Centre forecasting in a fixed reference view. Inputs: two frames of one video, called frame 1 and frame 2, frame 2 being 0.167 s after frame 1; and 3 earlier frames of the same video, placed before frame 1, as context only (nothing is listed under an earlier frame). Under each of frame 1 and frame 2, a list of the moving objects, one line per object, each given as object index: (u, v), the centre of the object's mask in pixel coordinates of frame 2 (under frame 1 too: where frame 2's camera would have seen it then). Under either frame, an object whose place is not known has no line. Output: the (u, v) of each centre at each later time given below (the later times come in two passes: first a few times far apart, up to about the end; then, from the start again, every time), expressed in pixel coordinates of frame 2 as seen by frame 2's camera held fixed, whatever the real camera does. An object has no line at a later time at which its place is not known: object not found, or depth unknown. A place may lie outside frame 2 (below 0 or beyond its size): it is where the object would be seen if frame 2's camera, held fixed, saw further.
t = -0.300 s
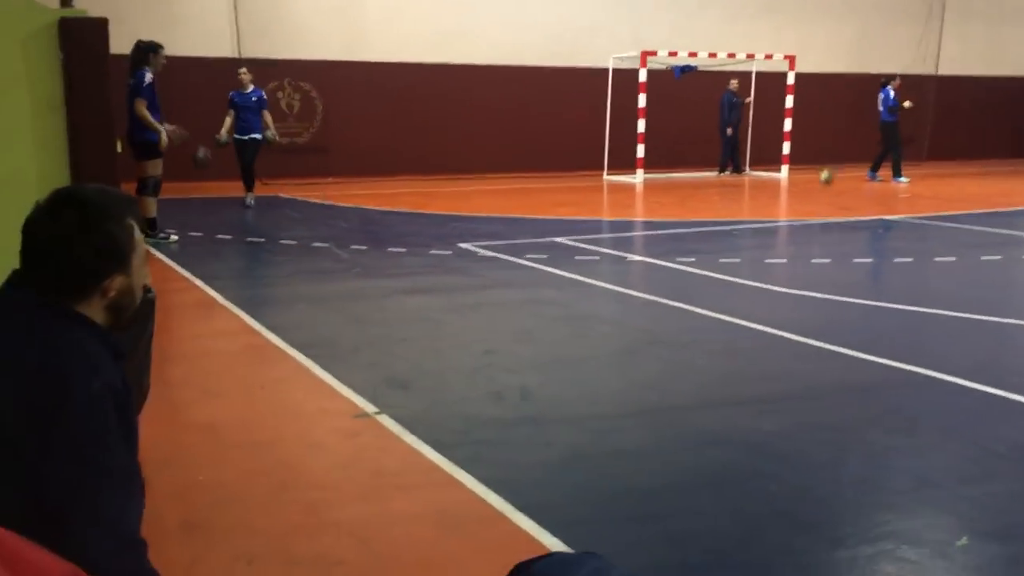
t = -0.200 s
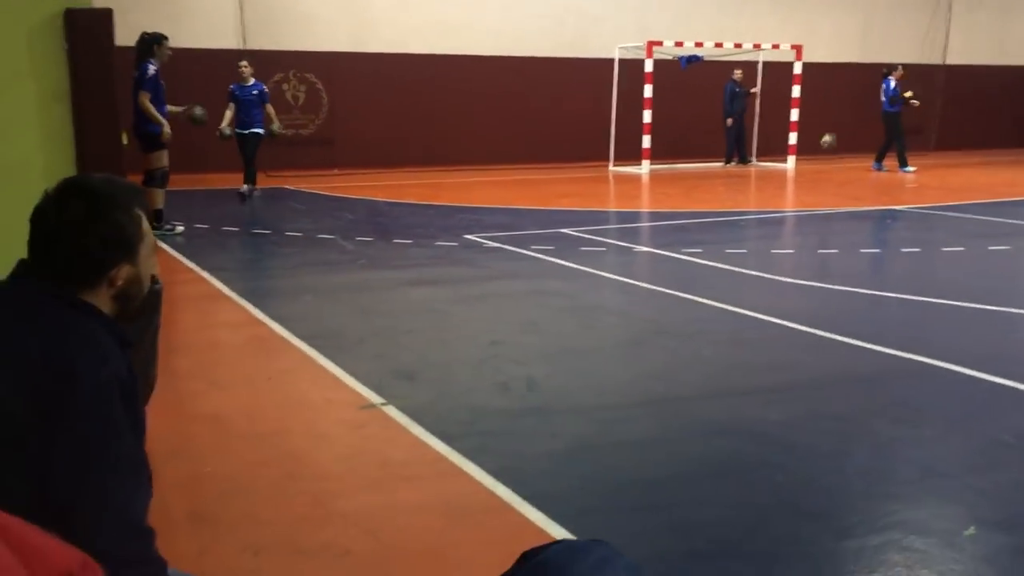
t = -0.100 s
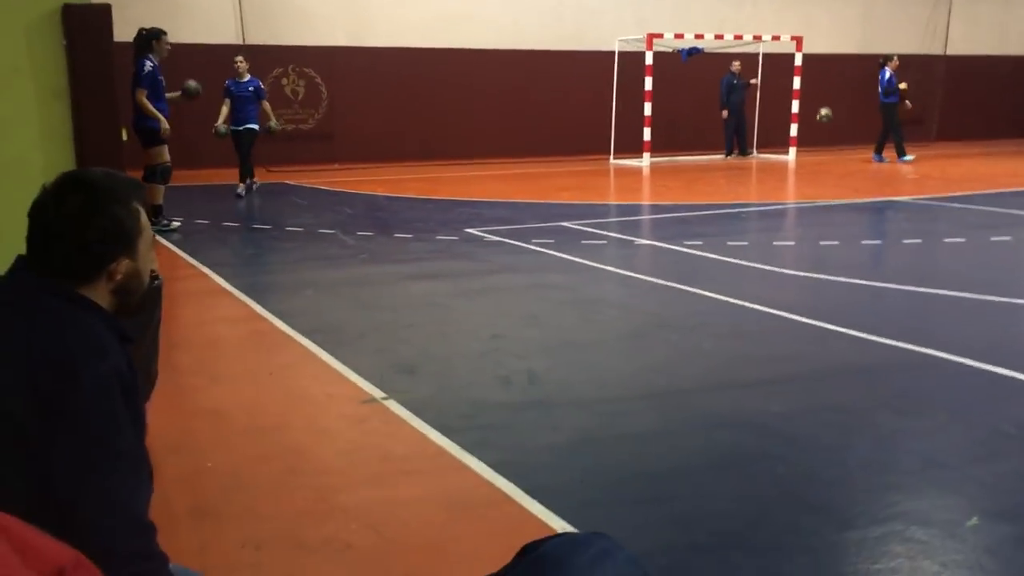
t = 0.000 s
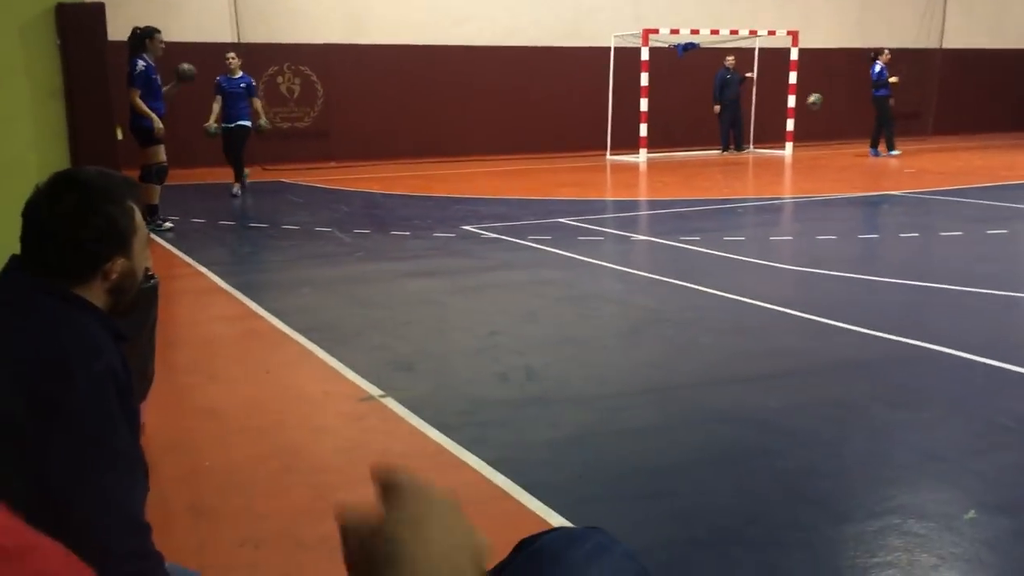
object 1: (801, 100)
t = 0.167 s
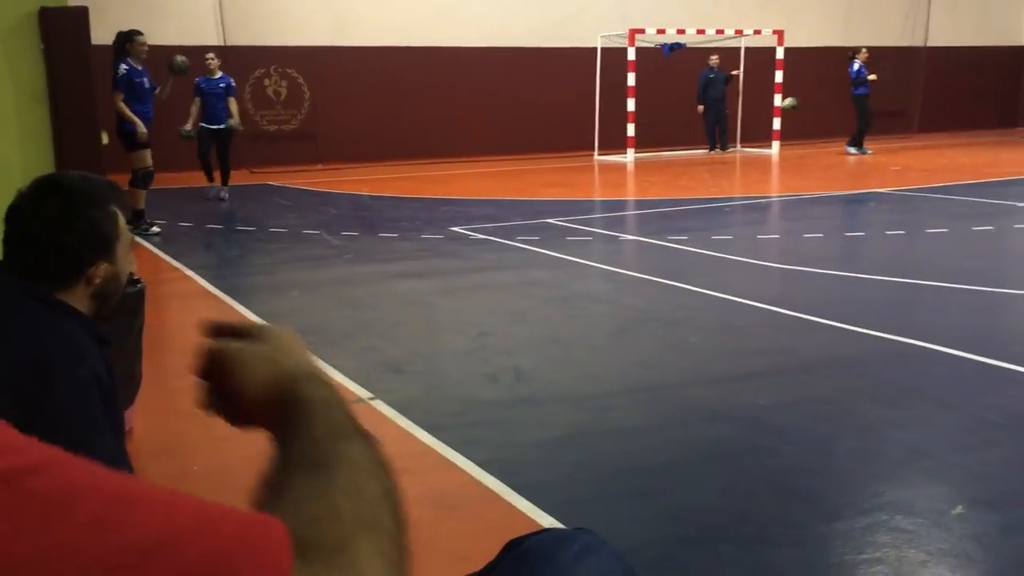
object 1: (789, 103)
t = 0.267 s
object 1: (781, 120)
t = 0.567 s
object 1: (756, 172)
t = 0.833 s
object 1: (725, 145)
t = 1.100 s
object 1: (692, 187)
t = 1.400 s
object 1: (657, 175)
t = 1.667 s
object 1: (625, 212)
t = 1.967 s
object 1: (585, 210)
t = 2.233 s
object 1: (546, 216)
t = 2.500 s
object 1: (503, 230)
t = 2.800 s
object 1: (457, 237)
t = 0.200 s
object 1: (787, 108)
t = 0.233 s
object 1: (784, 114)
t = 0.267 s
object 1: (781, 120)
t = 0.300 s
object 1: (779, 127)
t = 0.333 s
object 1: (776, 136)
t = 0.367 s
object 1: (774, 145)
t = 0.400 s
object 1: (771, 157)
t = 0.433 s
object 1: (768, 168)
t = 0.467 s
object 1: (766, 181)
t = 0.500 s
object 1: (763, 190)
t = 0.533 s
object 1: (758, 180)
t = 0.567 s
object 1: (756, 172)
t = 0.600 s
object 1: (752, 165)
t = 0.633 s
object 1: (748, 160)
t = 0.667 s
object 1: (744, 154)
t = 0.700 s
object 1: (740, 150)
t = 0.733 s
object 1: (737, 147)
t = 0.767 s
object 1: (733, 145)
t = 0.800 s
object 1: (729, 144)
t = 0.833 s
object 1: (725, 145)
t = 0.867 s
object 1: (720, 146)
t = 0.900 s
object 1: (717, 148)
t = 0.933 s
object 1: (714, 152)
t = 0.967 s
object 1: (709, 156)
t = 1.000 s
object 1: (705, 162)
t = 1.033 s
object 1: (700, 170)
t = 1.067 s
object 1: (696, 178)
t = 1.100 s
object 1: (692, 187)
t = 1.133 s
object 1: (688, 199)
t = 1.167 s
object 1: (684, 199)
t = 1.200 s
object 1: (680, 193)
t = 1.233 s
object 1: (676, 187)
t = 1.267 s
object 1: (673, 182)
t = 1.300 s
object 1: (668, 179)
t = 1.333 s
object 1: (664, 176)
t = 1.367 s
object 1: (660, 175)
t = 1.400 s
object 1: (657, 175)
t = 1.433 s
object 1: (653, 176)
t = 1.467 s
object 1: (649, 178)
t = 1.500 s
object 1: (645, 182)
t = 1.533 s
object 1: (642, 186)
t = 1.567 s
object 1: (638, 192)
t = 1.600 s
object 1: (634, 200)
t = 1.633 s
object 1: (630, 209)
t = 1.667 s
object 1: (625, 212)
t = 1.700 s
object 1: (621, 207)
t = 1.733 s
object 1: (617, 203)
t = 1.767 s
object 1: (612, 200)
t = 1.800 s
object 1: (608, 199)
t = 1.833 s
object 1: (602, 198)
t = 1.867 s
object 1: (599, 200)
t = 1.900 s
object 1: (594, 201)
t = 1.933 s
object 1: (589, 205)
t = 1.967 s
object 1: (585, 210)
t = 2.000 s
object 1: (579, 216)
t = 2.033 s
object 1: (575, 221)
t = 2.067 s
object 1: (570, 217)
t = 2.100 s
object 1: (564, 214)
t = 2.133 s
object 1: (560, 213)
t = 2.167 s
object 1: (556, 213)
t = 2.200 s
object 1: (550, 215)
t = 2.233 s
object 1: (546, 216)
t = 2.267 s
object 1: (542, 220)
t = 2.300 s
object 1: (535, 226)
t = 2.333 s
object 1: (531, 226)
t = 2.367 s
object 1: (525, 224)
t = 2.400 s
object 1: (520, 223)
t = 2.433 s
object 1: (515, 223)
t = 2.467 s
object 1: (510, 225)
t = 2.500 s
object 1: (503, 230)
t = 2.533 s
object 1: (498, 233)
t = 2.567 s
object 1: (494, 230)
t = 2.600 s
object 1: (487, 230)
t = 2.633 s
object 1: (484, 230)
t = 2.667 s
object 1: (477, 233)
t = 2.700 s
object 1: (472, 236)
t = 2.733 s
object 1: (467, 235)
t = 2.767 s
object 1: (461, 235)
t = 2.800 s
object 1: (457, 237)
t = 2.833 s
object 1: (451, 240)
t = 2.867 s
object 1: (446, 239)
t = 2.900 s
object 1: (439, 240)
